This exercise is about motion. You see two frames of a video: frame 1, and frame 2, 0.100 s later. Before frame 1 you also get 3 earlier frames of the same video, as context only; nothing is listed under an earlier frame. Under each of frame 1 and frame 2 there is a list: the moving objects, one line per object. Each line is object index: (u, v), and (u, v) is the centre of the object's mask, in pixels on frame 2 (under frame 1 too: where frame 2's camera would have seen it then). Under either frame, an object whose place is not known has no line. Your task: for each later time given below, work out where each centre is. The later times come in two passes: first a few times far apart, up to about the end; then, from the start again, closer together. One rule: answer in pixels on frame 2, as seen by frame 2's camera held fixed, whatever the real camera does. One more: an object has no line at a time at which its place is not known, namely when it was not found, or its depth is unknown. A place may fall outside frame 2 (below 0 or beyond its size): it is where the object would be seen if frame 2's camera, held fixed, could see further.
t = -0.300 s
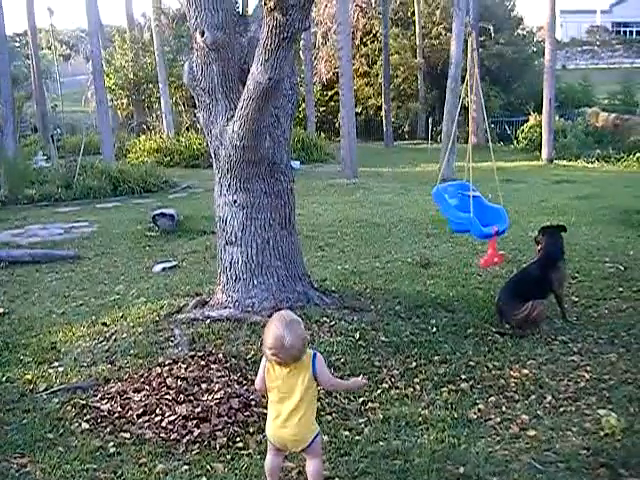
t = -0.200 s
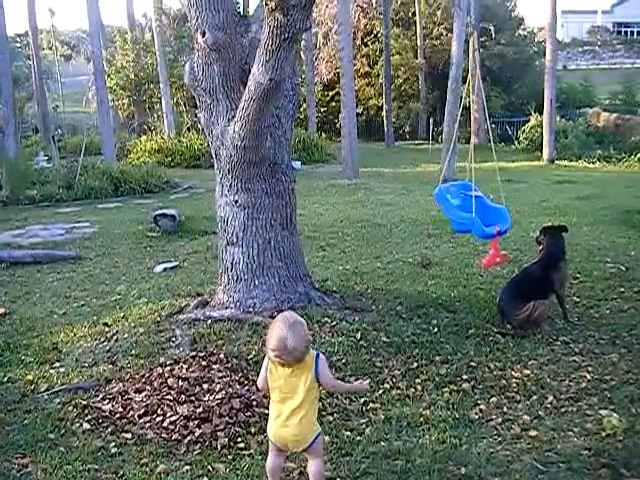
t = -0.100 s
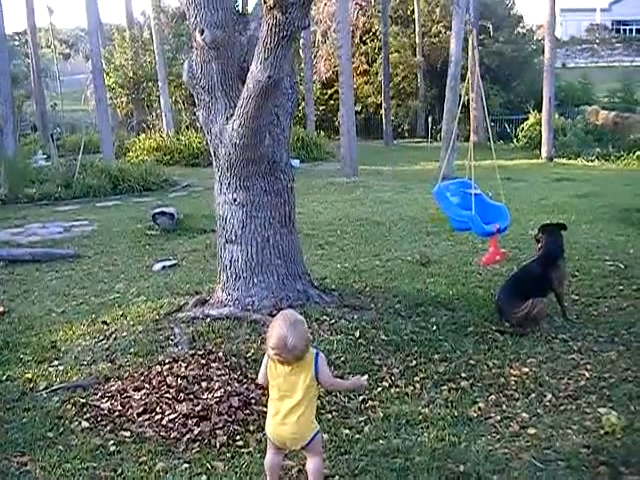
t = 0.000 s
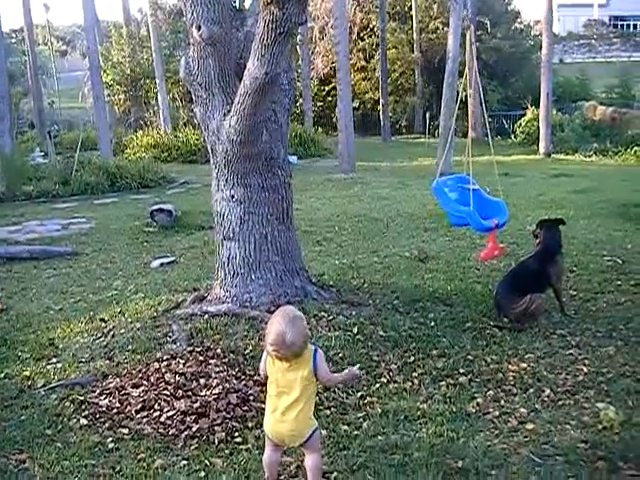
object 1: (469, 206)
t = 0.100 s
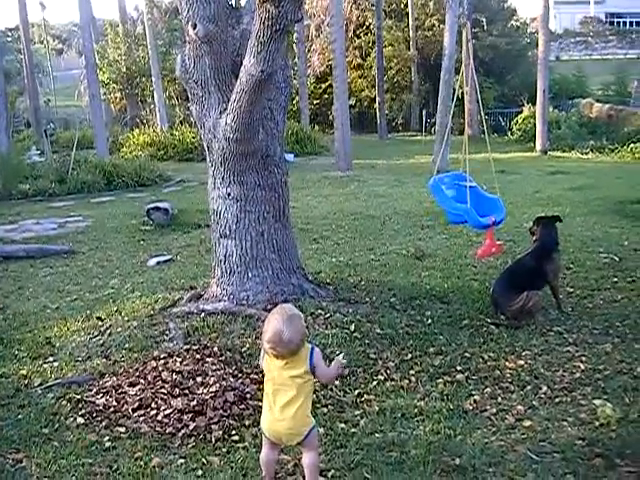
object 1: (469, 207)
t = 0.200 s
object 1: (470, 207)
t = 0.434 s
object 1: (469, 207)
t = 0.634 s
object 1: (467, 207)
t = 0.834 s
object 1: (465, 207)
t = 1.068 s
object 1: (463, 208)
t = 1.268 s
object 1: (460, 208)
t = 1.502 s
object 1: (459, 208)
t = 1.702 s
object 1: (459, 208)
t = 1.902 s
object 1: (461, 208)
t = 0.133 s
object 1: (469, 207)
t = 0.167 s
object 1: (469, 207)
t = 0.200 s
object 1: (470, 207)
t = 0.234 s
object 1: (469, 207)
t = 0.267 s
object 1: (469, 207)
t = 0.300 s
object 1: (469, 207)
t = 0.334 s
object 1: (469, 207)
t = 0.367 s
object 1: (469, 207)
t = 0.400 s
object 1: (469, 207)
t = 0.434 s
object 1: (469, 207)
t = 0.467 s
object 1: (469, 207)
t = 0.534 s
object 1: (468, 207)
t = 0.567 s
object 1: (467, 207)
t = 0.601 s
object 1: (467, 207)
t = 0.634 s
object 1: (467, 207)
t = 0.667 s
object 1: (467, 207)
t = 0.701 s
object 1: (466, 207)
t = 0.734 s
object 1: (466, 207)
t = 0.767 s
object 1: (466, 207)
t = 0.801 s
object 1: (466, 207)
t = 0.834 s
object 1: (465, 207)
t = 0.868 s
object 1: (465, 207)
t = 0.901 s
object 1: (465, 207)
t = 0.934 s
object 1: (464, 207)
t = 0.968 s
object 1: (464, 208)
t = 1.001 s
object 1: (464, 207)
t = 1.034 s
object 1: (463, 208)
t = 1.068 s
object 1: (463, 208)
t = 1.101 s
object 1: (461, 207)
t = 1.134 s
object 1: (461, 207)
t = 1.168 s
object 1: (461, 208)
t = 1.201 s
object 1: (461, 207)
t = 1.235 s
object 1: (460, 207)
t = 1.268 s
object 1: (460, 208)
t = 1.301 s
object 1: (460, 208)
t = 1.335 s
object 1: (460, 208)
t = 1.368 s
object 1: (460, 208)
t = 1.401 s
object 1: (459, 208)
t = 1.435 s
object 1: (459, 208)
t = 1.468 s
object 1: (459, 208)
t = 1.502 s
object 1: (459, 208)
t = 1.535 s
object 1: (459, 207)
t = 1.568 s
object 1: (459, 208)
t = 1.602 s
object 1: (459, 208)
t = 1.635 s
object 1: (459, 208)
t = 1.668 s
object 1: (459, 208)
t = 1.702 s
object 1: (459, 208)
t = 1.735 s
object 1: (459, 208)
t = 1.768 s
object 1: (460, 208)
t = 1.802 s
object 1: (460, 208)
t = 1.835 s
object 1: (460, 208)
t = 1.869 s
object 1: (460, 208)
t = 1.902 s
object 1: (461, 208)
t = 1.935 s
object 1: (462, 209)
